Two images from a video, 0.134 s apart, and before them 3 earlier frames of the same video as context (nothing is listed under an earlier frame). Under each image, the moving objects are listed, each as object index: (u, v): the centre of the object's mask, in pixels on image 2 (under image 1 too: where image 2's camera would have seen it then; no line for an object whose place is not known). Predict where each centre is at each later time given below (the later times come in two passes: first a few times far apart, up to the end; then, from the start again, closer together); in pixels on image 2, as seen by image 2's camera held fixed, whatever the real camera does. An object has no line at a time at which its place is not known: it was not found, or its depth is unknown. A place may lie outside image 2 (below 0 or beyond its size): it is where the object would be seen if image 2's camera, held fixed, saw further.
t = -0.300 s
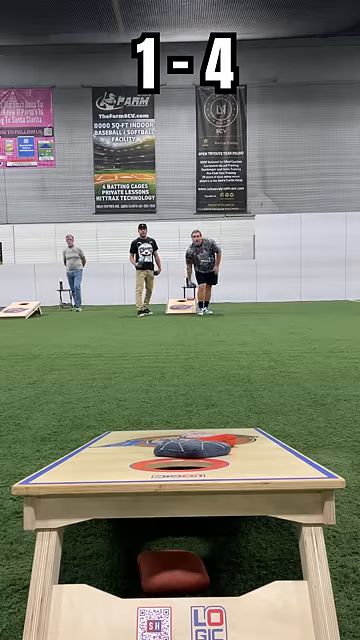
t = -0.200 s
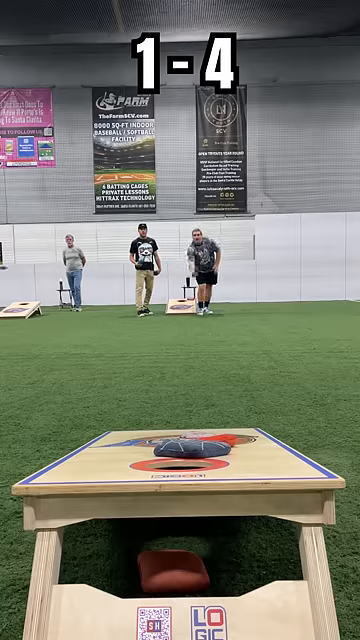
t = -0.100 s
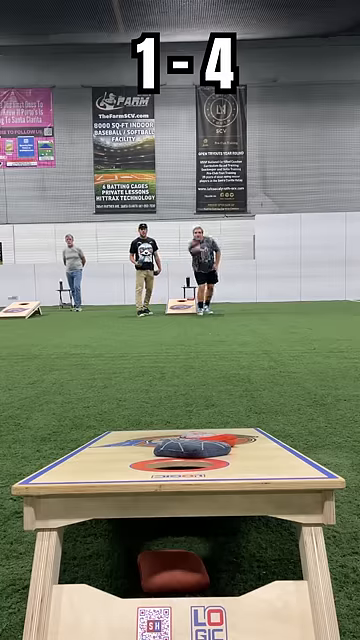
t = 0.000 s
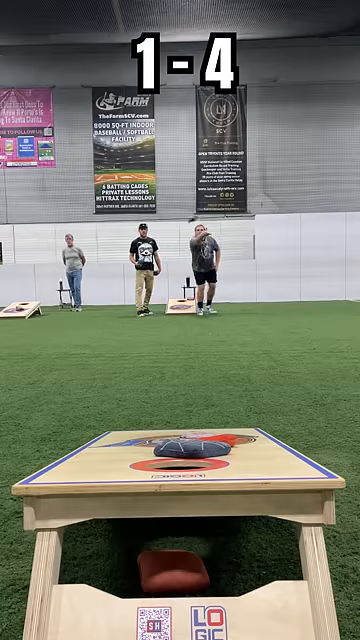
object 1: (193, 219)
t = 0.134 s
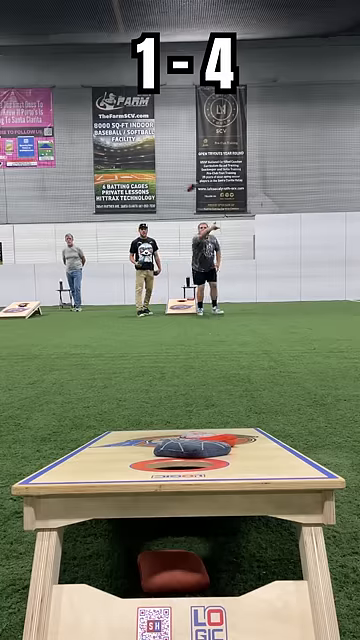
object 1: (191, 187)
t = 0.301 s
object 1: (190, 156)
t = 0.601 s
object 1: (189, 145)
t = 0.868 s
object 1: (181, 275)
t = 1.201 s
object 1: (158, 436)
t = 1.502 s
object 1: (145, 444)
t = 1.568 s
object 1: (146, 444)
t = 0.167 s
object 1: (193, 180)
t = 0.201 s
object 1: (191, 173)
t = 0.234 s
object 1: (191, 167)
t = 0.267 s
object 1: (191, 161)
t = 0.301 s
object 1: (190, 156)
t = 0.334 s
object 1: (190, 150)
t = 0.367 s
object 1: (190, 146)
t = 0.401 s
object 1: (190, 143)
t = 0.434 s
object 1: (189, 141)
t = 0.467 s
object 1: (190, 139)
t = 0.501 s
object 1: (190, 138)
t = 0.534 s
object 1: (189, 140)
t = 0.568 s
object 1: (189, 141)
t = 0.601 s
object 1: (189, 145)
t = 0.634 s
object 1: (188, 150)
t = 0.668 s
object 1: (187, 158)
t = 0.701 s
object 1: (187, 168)
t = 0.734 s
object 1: (186, 182)
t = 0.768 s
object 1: (185, 198)
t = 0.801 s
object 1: (185, 218)
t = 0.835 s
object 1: (184, 244)
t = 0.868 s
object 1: (181, 275)
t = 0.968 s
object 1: (173, 427)
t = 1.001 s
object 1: (171, 427)
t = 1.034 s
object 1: (169, 426)
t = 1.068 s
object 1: (167, 428)
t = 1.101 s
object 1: (168, 431)
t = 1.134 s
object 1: (165, 432)
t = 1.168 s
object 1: (163, 434)
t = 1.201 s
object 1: (158, 436)
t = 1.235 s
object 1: (154, 438)
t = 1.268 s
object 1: (151, 439)
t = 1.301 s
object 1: (149, 440)
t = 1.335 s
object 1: (147, 441)
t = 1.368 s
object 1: (147, 441)
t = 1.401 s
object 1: (147, 441)
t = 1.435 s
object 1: (146, 442)
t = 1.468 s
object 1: (146, 443)
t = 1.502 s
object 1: (145, 444)
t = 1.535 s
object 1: (146, 444)
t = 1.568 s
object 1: (146, 444)
